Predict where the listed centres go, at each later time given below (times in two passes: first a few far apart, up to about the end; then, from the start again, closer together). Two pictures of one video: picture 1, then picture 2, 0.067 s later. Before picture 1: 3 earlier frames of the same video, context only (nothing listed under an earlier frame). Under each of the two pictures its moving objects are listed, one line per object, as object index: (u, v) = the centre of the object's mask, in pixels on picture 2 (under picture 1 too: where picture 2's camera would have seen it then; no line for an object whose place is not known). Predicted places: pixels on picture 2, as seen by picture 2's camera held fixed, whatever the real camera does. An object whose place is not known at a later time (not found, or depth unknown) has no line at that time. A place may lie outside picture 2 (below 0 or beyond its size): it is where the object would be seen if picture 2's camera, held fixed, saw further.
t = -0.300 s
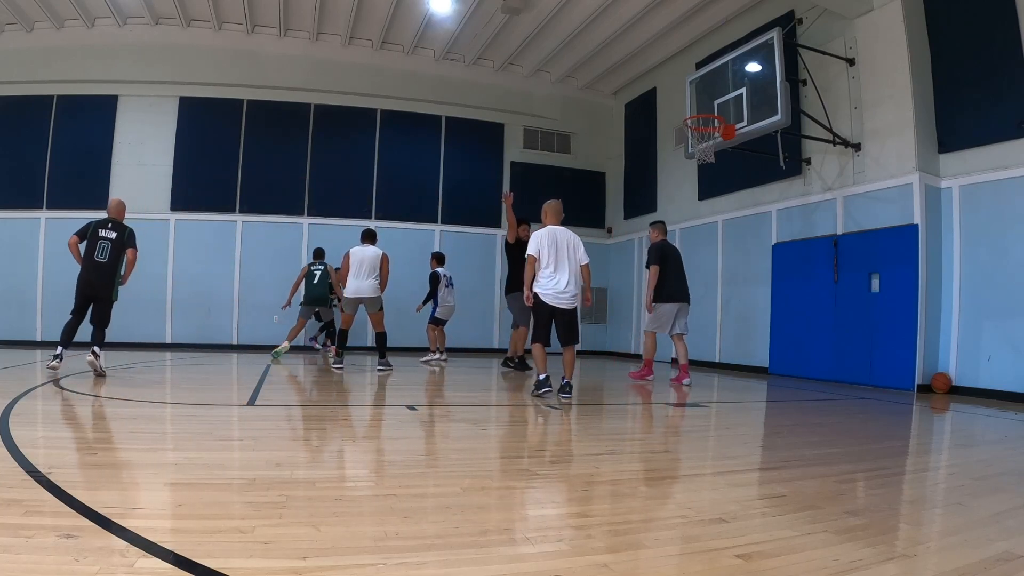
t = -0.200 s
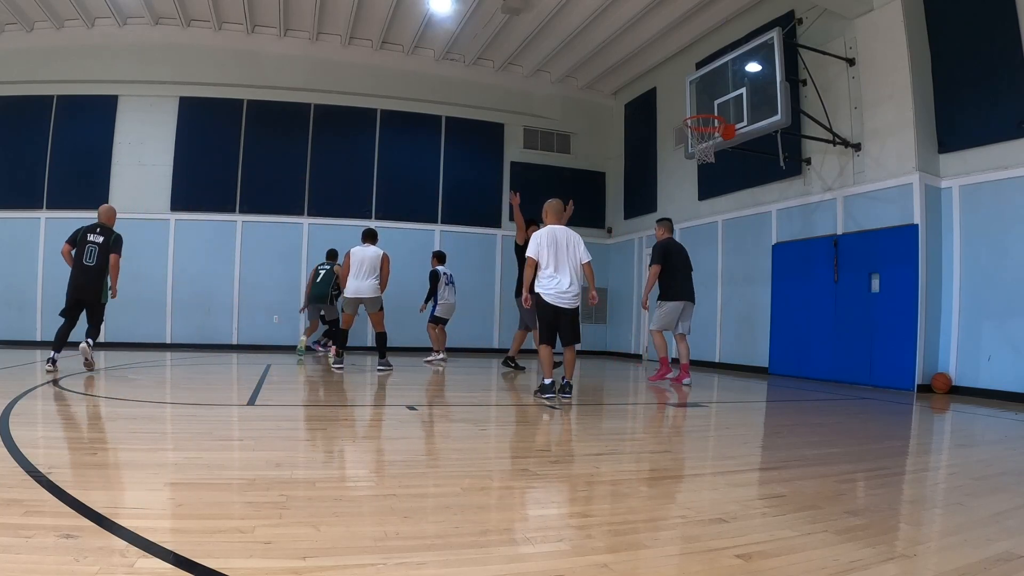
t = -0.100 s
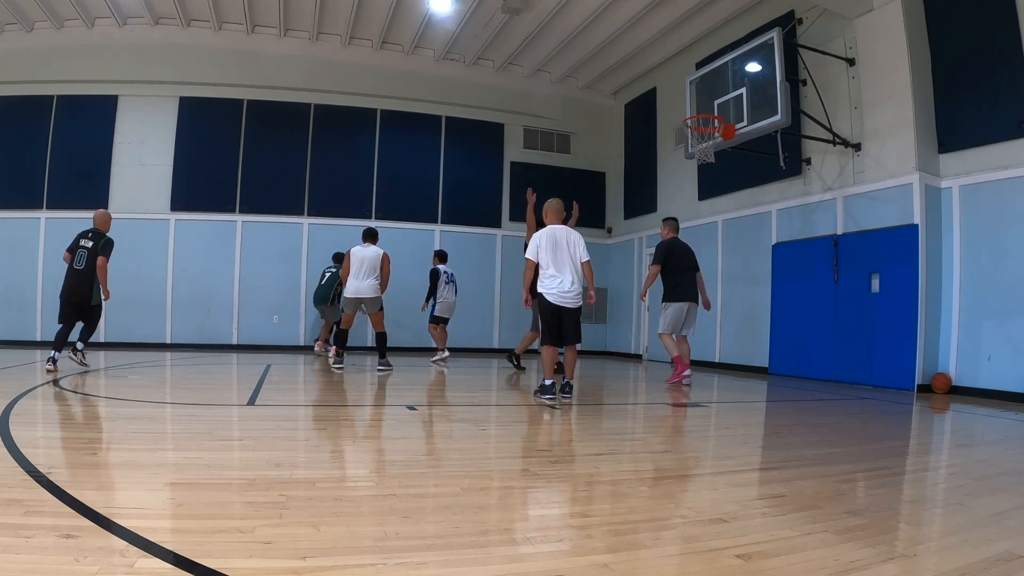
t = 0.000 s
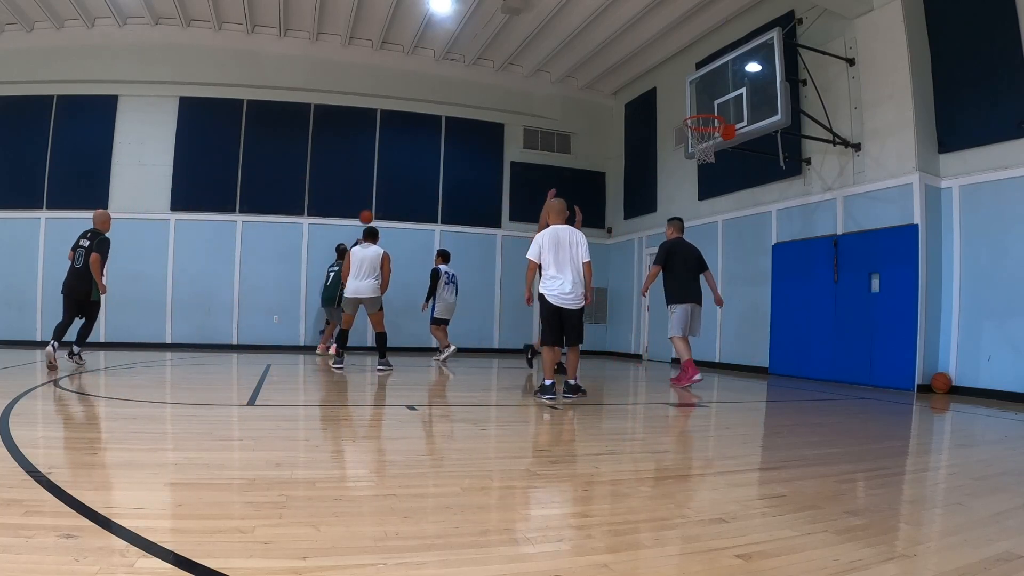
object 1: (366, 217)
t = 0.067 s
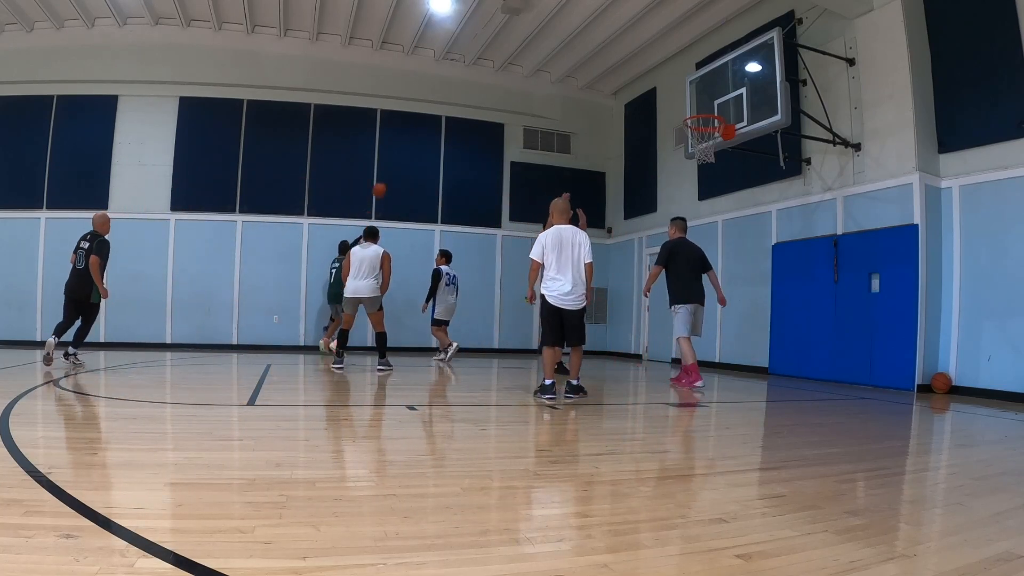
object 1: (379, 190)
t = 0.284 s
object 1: (425, 117)
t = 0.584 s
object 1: (493, 56)
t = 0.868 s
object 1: (567, 47)
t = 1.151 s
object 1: (652, 98)
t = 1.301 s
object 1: (653, 147)
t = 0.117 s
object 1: (389, 171)
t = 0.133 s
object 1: (393, 165)
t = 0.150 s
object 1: (396, 159)
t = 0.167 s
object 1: (400, 154)
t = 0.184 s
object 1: (403, 148)
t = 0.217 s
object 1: (410, 137)
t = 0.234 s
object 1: (414, 132)
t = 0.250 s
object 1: (417, 127)
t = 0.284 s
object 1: (425, 117)
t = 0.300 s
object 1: (428, 113)
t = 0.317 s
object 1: (432, 108)
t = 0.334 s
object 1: (436, 103)
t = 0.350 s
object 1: (439, 99)
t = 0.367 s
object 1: (443, 95)
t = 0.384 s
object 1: (447, 91)
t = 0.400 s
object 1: (451, 87)
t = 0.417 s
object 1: (455, 84)
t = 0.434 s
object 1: (458, 80)
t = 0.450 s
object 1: (462, 77)
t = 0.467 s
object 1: (466, 74)
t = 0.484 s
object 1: (470, 71)
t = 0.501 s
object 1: (474, 68)
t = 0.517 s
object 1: (477, 65)
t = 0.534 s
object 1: (482, 63)
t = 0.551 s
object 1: (485, 60)
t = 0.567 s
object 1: (489, 58)
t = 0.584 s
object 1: (493, 56)
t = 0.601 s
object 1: (497, 54)
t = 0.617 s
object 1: (502, 52)
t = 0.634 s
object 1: (506, 51)
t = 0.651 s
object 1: (510, 50)
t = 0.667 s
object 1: (514, 48)
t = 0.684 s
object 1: (518, 47)
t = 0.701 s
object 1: (522, 46)
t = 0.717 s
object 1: (527, 46)
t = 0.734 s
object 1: (531, 45)
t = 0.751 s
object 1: (535, 45)
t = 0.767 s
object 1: (540, 44)
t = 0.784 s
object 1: (544, 44)
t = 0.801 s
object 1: (549, 45)
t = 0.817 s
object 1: (553, 45)
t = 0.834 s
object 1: (558, 45)
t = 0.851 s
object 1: (563, 46)
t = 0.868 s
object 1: (567, 47)
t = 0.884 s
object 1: (572, 48)
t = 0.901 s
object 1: (576, 50)
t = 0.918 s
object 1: (581, 51)
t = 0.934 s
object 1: (586, 53)
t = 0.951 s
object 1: (591, 55)
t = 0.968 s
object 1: (596, 57)
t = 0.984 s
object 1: (601, 60)
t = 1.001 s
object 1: (606, 62)
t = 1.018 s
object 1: (611, 65)
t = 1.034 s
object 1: (616, 68)
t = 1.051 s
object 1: (621, 72)
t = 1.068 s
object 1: (626, 76)
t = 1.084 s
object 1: (631, 80)
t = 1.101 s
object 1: (637, 84)
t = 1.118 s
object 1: (642, 89)
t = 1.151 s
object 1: (652, 98)
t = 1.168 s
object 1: (657, 103)
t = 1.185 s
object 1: (663, 109)
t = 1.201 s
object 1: (669, 115)
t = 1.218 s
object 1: (674, 121)
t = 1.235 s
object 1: (676, 126)
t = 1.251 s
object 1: (671, 131)
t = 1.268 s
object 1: (665, 136)
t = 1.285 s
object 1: (659, 141)
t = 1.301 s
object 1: (653, 147)
